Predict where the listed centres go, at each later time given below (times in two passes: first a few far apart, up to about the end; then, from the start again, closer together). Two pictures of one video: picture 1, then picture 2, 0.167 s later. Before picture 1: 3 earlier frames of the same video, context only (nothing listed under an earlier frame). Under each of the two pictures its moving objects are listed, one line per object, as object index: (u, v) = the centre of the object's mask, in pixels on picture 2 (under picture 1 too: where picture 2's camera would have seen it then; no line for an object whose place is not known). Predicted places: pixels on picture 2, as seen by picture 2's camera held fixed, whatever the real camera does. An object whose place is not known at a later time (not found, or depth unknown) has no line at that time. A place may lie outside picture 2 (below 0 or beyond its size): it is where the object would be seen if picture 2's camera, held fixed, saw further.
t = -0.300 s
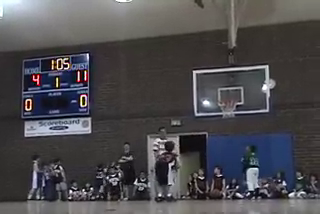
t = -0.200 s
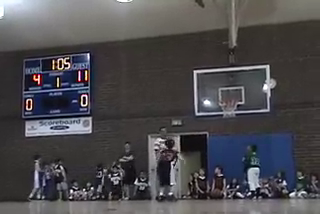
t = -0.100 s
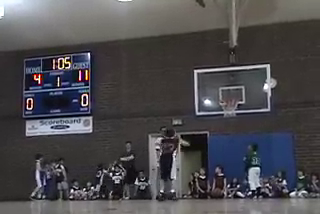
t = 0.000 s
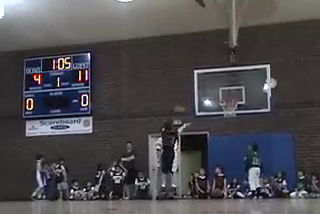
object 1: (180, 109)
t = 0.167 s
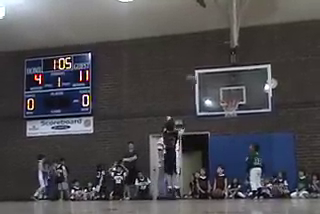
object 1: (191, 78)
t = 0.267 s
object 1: (197, 68)
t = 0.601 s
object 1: (216, 66)
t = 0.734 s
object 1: (222, 75)
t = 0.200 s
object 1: (192, 75)
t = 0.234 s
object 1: (195, 72)
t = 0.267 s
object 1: (197, 68)
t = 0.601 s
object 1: (216, 66)
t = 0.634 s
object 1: (217, 68)
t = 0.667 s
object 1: (218, 70)
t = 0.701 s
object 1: (221, 73)
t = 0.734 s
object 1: (222, 75)
